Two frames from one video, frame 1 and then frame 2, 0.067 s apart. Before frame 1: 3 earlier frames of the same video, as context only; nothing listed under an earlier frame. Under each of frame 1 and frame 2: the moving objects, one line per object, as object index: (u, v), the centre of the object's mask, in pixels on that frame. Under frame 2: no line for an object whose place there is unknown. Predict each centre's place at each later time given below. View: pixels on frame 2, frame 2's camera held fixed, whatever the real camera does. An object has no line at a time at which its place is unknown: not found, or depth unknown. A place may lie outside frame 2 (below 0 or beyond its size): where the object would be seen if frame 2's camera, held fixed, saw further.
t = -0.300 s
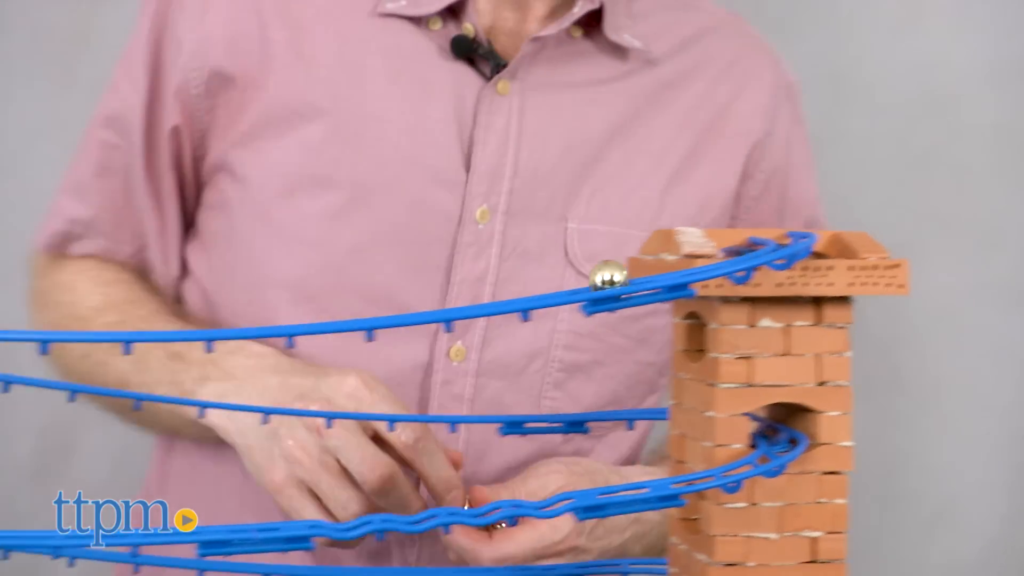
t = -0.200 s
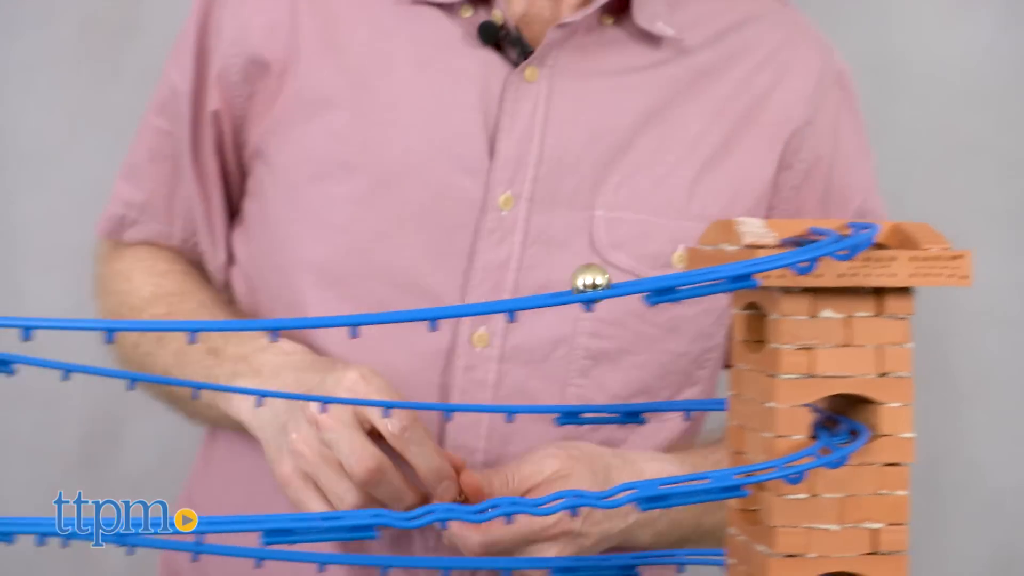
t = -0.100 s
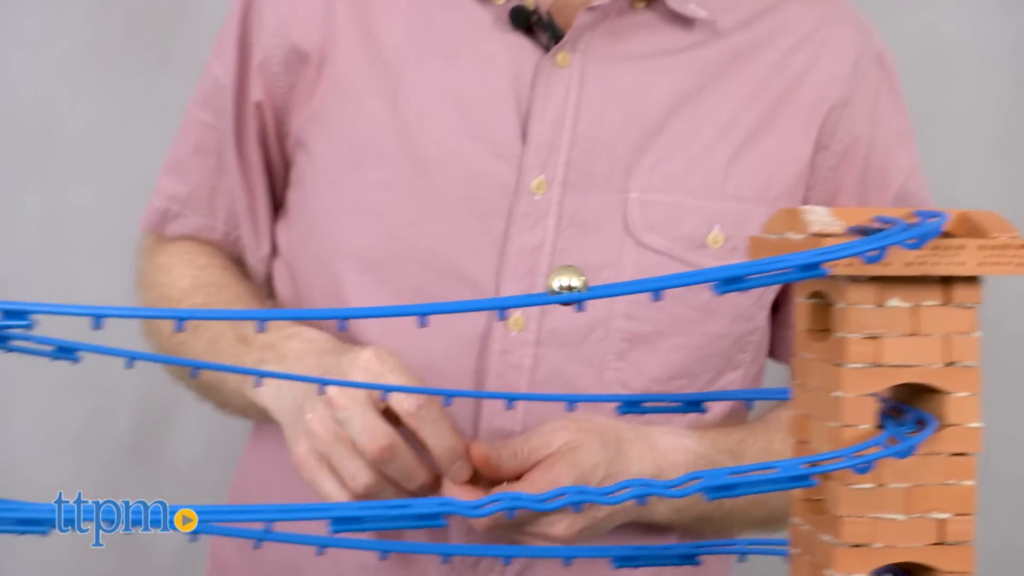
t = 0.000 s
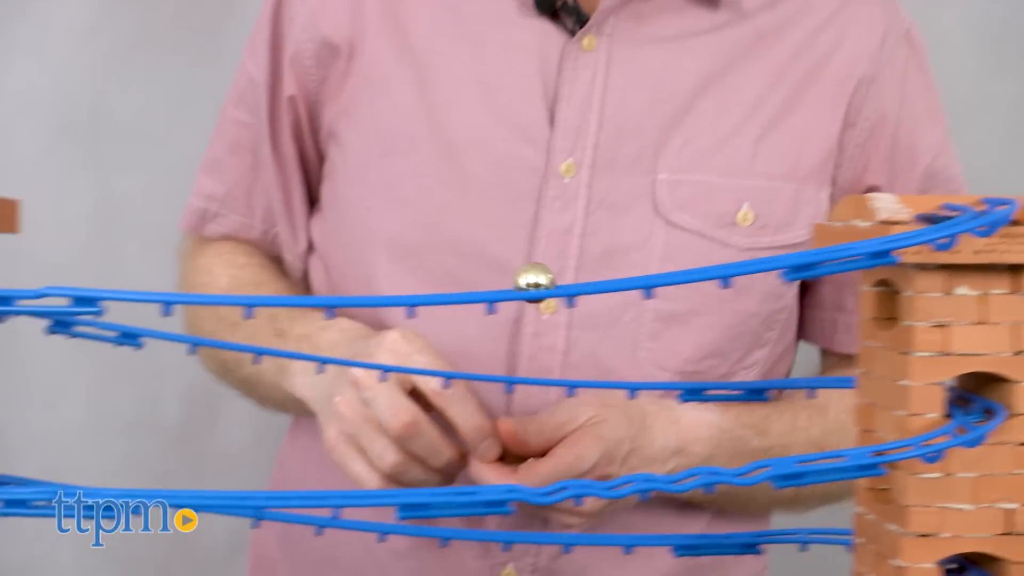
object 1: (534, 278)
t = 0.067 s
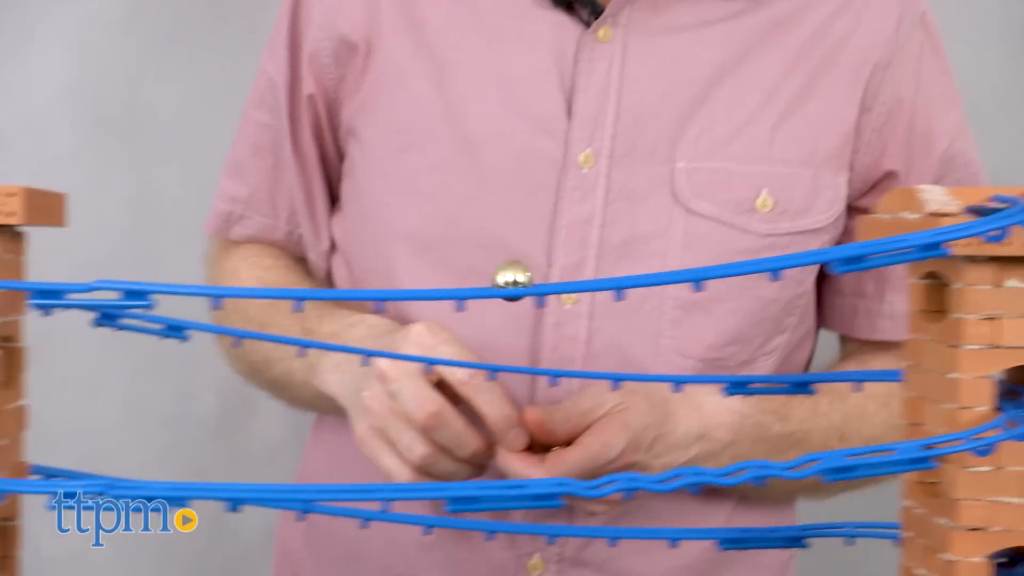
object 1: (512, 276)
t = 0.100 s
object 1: (493, 276)
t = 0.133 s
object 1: (473, 278)
